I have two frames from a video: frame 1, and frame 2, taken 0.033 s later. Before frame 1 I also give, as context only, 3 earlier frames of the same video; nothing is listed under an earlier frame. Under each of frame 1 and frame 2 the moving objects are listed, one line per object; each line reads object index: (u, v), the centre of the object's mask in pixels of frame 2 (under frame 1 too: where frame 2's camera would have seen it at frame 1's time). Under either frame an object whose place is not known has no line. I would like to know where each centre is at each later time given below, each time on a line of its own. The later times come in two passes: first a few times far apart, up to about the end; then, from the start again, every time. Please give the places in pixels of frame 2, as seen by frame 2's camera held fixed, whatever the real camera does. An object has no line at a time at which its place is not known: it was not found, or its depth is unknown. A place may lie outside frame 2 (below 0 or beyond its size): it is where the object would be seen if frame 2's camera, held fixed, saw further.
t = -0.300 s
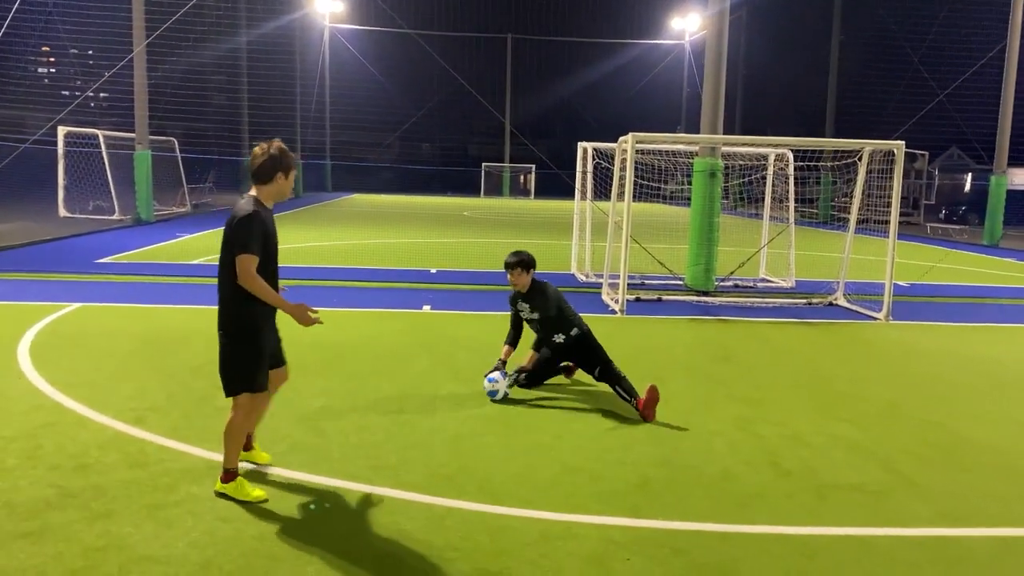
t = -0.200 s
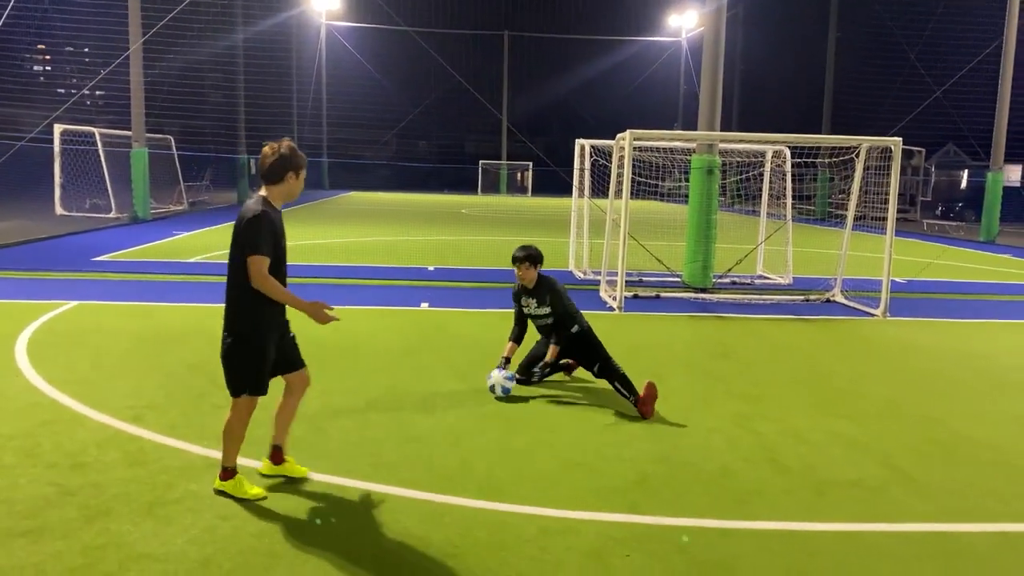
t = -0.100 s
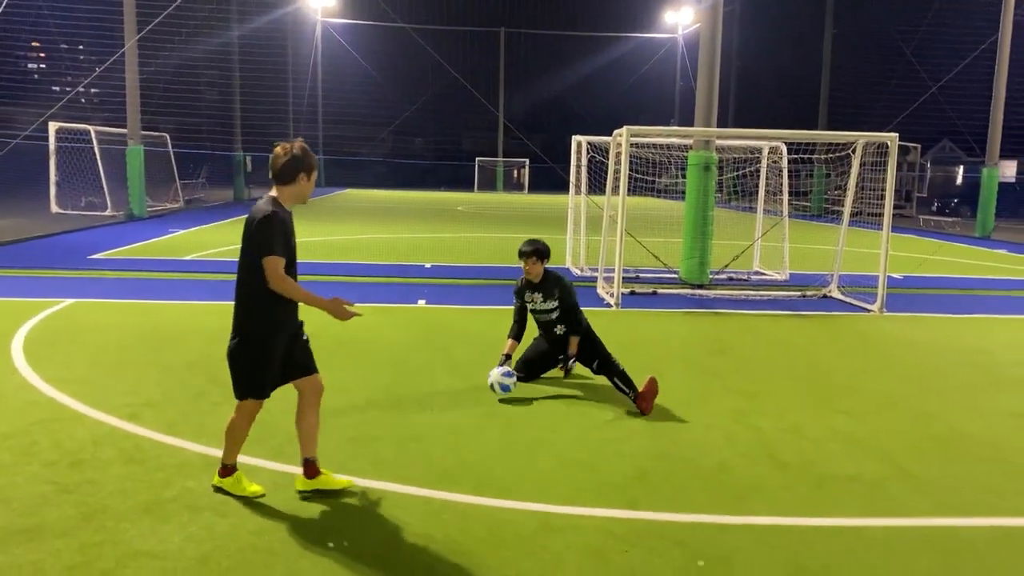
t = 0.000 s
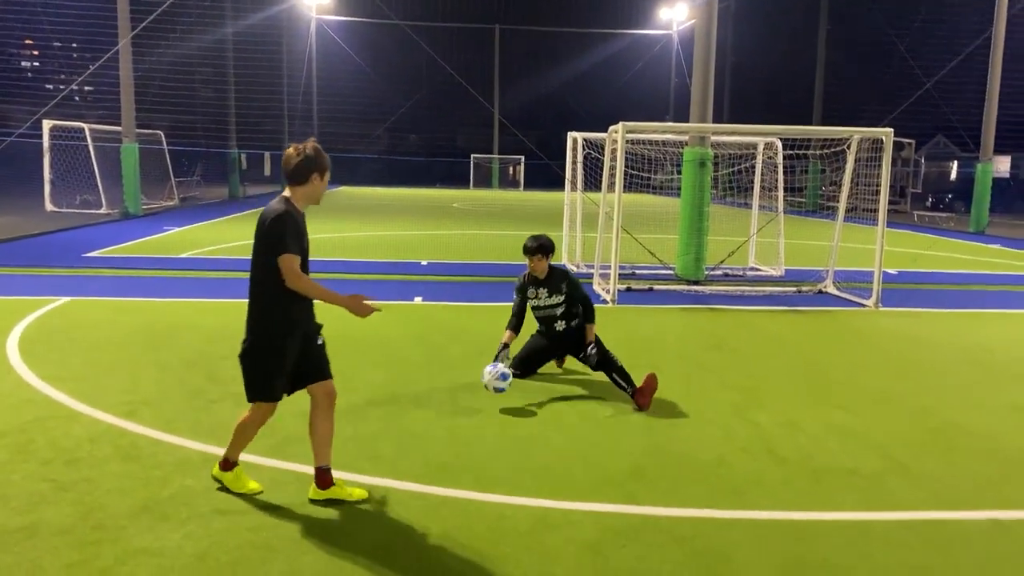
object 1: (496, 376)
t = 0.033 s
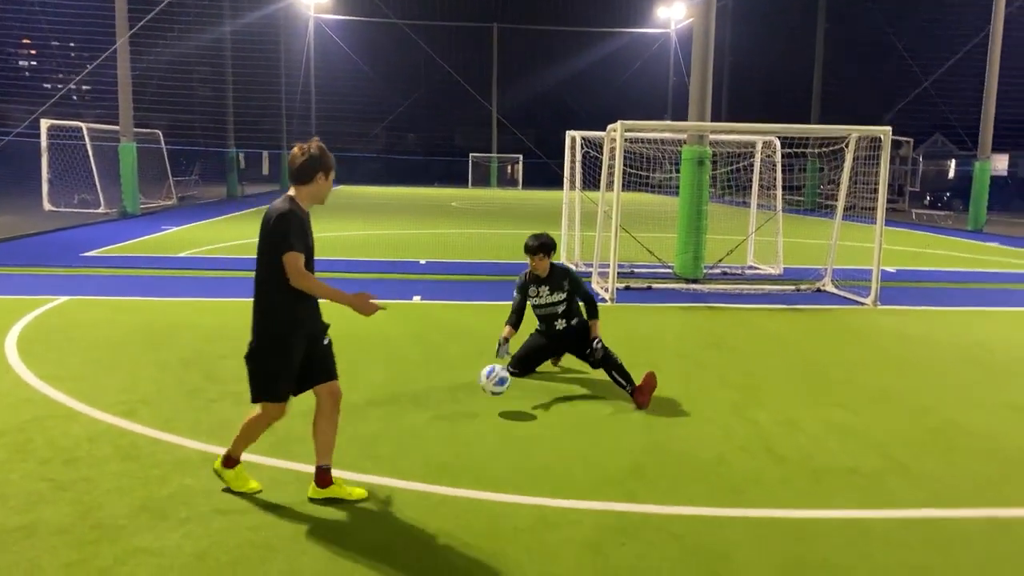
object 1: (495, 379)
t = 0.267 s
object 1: (485, 421)
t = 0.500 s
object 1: (476, 455)
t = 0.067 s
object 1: (493, 384)
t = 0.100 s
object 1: (492, 389)
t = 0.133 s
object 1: (491, 399)
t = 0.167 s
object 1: (489, 409)
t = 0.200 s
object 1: (487, 419)
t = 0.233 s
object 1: (486, 419)
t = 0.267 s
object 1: (485, 421)
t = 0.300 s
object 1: (484, 424)
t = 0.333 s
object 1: (483, 429)
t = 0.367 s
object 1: (481, 437)
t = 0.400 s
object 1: (480, 442)
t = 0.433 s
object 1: (480, 446)
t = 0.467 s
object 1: (478, 451)
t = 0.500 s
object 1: (476, 455)
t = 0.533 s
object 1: (474, 462)
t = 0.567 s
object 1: (473, 466)
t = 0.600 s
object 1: (471, 473)
